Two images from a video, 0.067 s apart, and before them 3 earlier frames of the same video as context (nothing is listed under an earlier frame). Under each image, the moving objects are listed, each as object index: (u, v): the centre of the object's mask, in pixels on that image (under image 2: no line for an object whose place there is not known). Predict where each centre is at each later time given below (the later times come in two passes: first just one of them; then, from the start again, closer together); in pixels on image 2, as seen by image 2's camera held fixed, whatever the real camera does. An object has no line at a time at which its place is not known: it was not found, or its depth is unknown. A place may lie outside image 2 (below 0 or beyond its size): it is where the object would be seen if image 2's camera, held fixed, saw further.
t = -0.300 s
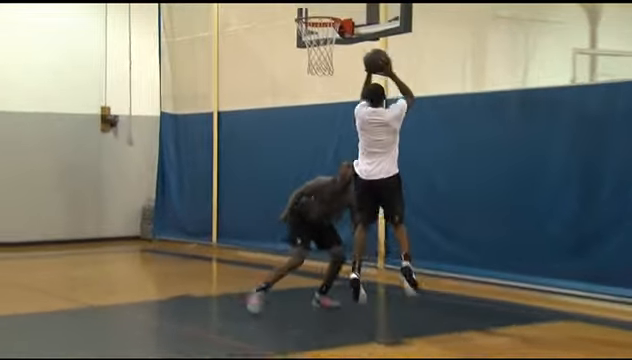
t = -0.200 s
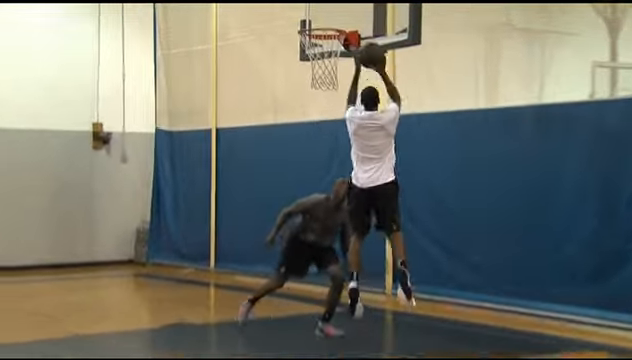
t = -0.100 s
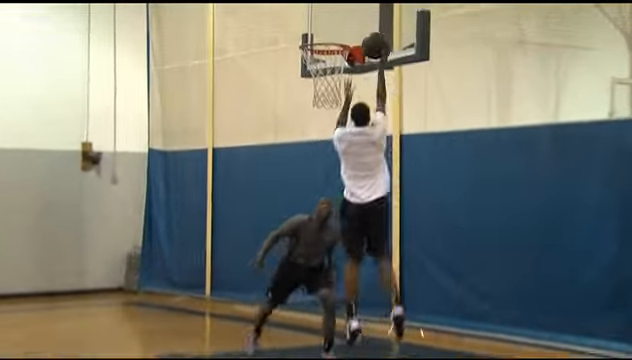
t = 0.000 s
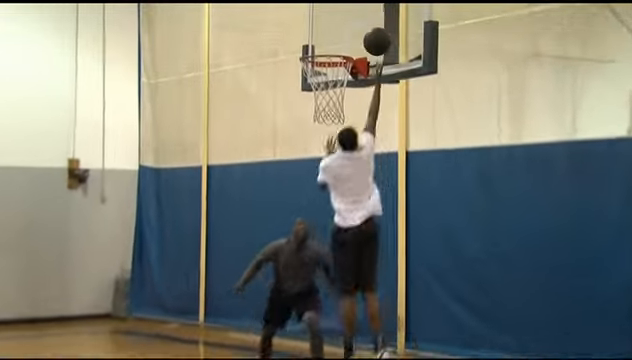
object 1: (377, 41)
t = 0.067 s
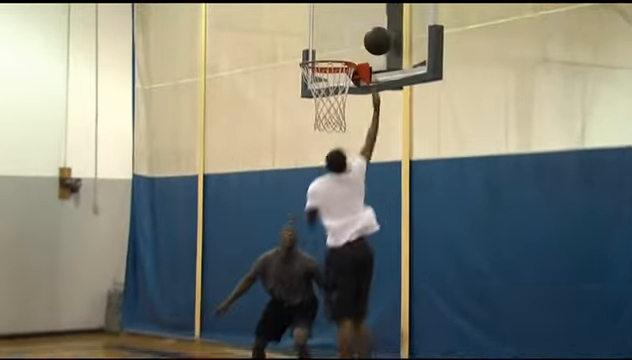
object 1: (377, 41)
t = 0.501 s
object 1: (321, 84)
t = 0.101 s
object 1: (375, 40)
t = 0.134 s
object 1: (372, 37)
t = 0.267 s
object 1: (353, 37)
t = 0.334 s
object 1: (343, 44)
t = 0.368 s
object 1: (339, 49)
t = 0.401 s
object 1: (334, 56)
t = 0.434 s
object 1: (330, 64)
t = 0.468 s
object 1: (326, 75)
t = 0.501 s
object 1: (321, 84)
